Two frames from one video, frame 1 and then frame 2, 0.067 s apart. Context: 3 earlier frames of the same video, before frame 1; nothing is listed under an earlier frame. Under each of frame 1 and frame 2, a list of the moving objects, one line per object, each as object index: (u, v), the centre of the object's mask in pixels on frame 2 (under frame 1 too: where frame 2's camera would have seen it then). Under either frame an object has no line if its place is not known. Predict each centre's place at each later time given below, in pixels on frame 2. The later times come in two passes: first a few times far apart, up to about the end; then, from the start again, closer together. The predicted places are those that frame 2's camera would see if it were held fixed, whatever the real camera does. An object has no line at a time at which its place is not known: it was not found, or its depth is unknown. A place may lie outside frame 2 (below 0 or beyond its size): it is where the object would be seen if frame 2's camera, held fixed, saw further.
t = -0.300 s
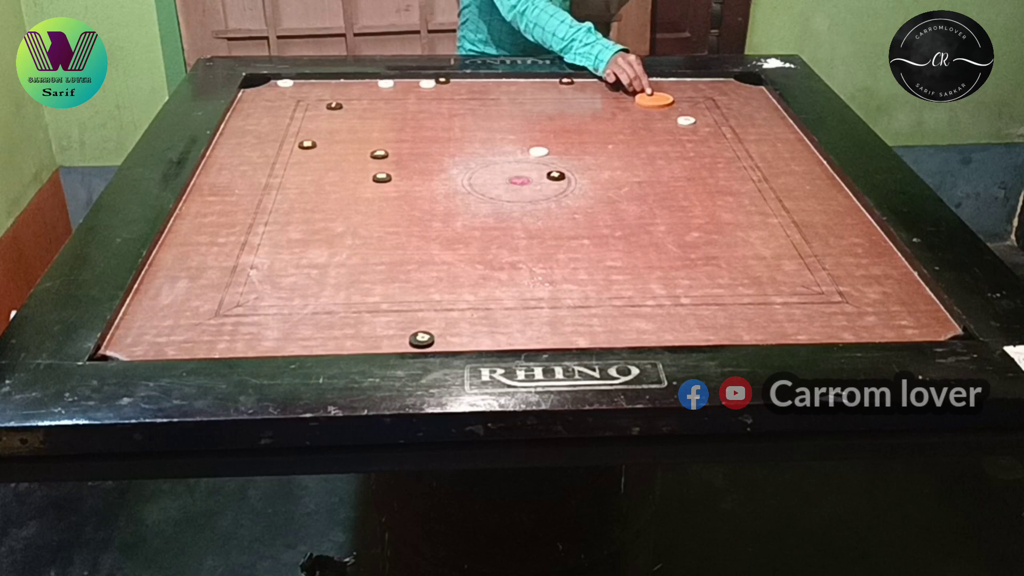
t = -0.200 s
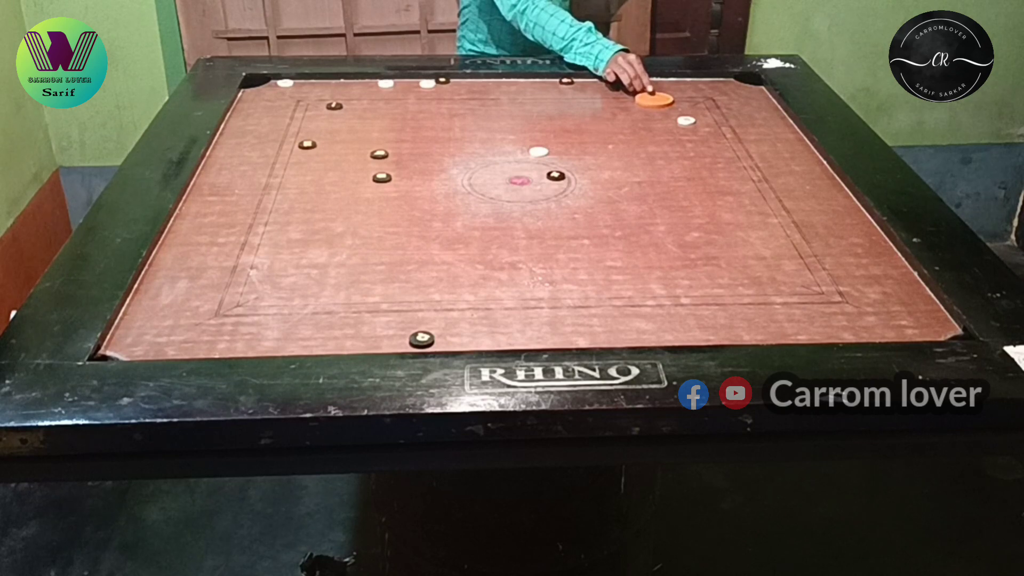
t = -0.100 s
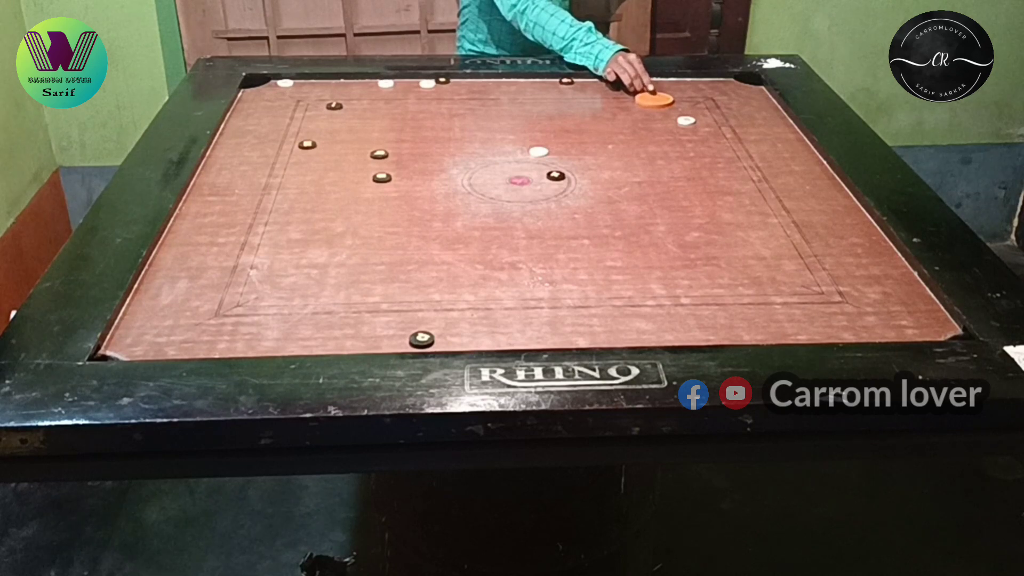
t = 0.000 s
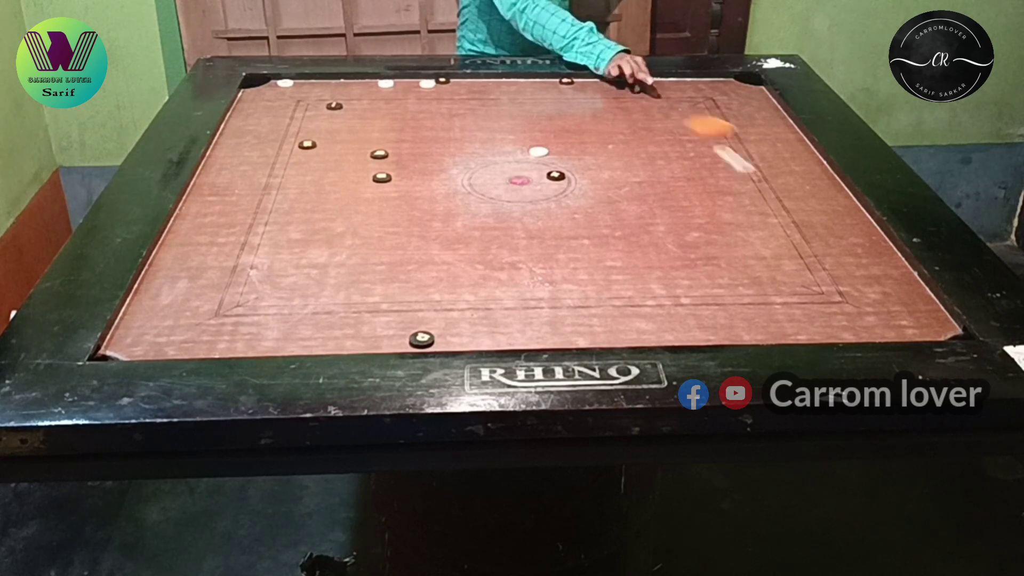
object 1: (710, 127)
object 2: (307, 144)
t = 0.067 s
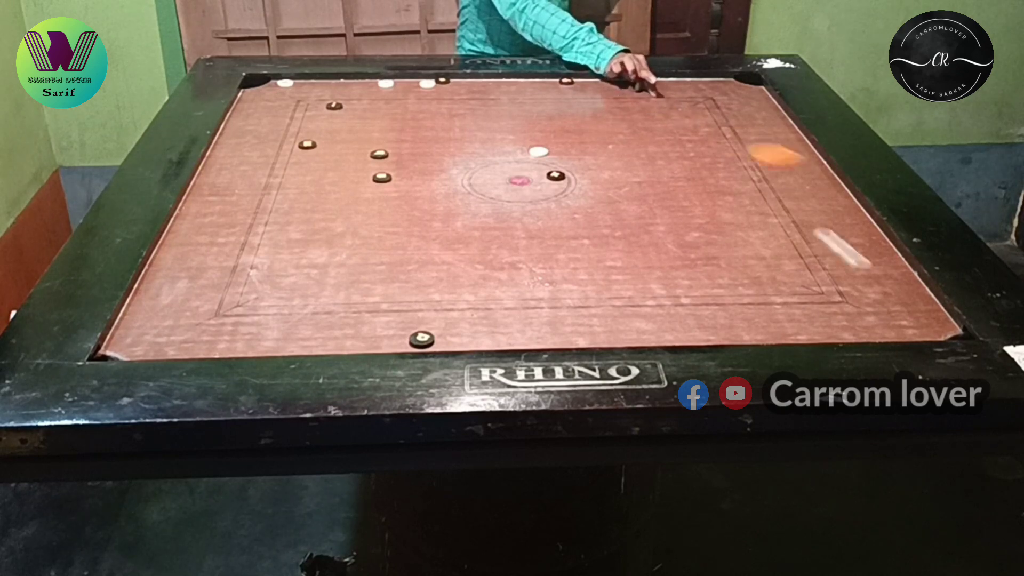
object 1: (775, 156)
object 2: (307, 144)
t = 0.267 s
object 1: (762, 273)
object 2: (307, 144)
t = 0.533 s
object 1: (592, 230)
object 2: (307, 144)
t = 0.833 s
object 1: (457, 126)
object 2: (307, 144)
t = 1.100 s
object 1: (392, 92)
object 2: (307, 144)
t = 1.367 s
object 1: (359, 127)
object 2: (307, 144)
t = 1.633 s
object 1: (354, 154)
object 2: (210, 175)
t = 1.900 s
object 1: (351, 161)
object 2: (283, 195)
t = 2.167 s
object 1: (351, 161)
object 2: (312, 205)
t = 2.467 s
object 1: (351, 161)
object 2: (314, 206)
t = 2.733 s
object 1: (351, 161)
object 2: (314, 206)
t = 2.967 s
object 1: (351, 161)
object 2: (314, 206)
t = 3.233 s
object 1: (351, 161)
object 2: (314, 206)
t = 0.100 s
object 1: (809, 173)
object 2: (307, 144)
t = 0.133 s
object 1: (805, 189)
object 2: (307, 144)
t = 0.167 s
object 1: (796, 207)
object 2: (307, 144)
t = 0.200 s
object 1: (785, 227)
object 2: (307, 144)
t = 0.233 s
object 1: (774, 249)
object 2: (307, 144)
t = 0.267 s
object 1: (762, 273)
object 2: (307, 144)
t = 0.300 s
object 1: (750, 298)
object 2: (307, 144)
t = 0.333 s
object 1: (736, 325)
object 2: (307, 144)
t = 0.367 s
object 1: (712, 324)
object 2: (307, 144)
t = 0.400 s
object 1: (684, 301)
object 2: (307, 144)
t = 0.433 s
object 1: (658, 281)
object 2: (307, 144)
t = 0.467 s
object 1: (633, 263)
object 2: (307, 144)
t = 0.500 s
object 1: (611, 245)
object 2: (307, 144)
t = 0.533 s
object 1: (592, 230)
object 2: (307, 144)
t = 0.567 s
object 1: (573, 216)
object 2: (307, 144)
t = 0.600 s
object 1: (554, 201)
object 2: (307, 144)
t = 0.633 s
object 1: (537, 189)
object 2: (307, 144)
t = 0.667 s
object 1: (521, 176)
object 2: (307, 144)
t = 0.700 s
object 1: (507, 165)
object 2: (307, 144)
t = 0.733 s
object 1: (493, 155)
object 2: (307, 144)
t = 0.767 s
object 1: (481, 145)
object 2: (307, 144)
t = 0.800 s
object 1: (469, 135)
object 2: (307, 144)
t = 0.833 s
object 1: (457, 126)
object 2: (307, 144)
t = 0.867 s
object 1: (446, 118)
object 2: (307, 144)
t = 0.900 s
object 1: (436, 110)
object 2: (307, 144)
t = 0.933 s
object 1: (426, 103)
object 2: (307, 144)
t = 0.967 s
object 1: (417, 96)
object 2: (307, 144)
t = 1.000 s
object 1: (408, 90)
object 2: (307, 144)
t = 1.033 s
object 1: (400, 84)
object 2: (307, 144)
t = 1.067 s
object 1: (396, 88)
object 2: (307, 144)
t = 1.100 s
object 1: (392, 92)
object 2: (307, 144)
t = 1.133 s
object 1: (388, 97)
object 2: (307, 144)
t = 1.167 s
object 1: (384, 101)
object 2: (307, 144)
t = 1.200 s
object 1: (379, 105)
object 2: (307, 144)
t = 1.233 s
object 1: (376, 110)
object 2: (307, 144)
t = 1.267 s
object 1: (371, 114)
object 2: (307, 144)
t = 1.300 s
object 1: (367, 118)
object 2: (307, 144)
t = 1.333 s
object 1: (363, 123)
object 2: (307, 144)
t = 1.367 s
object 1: (359, 127)
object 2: (307, 144)
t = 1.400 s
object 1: (355, 132)
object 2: (307, 144)
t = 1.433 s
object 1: (353, 136)
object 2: (298, 147)
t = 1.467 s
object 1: (353, 140)
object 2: (281, 152)
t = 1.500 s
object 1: (354, 143)
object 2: (263, 156)
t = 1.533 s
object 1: (355, 146)
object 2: (246, 161)
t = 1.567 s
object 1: (355, 149)
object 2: (229, 166)
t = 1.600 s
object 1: (354, 152)
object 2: (211, 171)
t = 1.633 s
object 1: (354, 154)
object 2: (210, 175)
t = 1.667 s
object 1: (354, 156)
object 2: (221, 178)
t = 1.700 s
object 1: (353, 158)
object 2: (231, 181)
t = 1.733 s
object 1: (353, 159)
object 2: (241, 183)
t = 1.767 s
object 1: (352, 160)
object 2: (251, 185)
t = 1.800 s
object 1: (352, 161)
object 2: (260, 188)
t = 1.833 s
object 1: (352, 161)
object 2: (267, 191)
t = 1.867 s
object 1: (351, 161)
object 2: (275, 194)
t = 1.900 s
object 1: (351, 161)
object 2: (283, 195)
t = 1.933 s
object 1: (351, 161)
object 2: (289, 197)
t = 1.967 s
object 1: (351, 161)
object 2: (294, 199)
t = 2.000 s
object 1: (351, 161)
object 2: (299, 200)
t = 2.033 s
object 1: (351, 161)
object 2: (303, 201)
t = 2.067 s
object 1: (351, 161)
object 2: (306, 203)
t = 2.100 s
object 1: (351, 161)
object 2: (309, 204)
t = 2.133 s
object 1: (351, 161)
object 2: (311, 205)
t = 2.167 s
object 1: (351, 161)
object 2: (312, 205)
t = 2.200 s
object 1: (351, 161)
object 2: (313, 206)
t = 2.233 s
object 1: (351, 161)
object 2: (314, 206)
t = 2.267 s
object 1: (351, 161)
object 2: (314, 206)
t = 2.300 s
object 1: (351, 161)
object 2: (314, 206)
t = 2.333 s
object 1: (351, 161)
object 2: (314, 206)
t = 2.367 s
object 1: (351, 161)
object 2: (314, 206)
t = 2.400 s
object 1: (351, 161)
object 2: (314, 206)
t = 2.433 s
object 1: (351, 161)
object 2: (314, 206)
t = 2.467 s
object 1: (351, 161)
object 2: (314, 206)
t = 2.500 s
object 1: (351, 161)
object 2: (314, 206)
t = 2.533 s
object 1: (351, 161)
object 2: (314, 206)
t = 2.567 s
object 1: (351, 161)
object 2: (314, 206)
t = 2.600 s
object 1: (351, 161)
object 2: (314, 206)
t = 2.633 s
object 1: (351, 161)
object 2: (314, 206)
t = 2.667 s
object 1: (351, 161)
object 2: (314, 206)
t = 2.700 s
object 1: (351, 161)
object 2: (314, 206)
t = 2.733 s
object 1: (351, 161)
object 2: (314, 206)
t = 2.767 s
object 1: (351, 161)
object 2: (314, 206)
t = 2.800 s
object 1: (351, 161)
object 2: (314, 206)
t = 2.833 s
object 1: (351, 161)
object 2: (314, 206)
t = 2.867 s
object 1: (351, 161)
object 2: (314, 206)
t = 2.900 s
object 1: (351, 161)
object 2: (314, 206)
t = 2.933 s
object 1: (351, 161)
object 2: (314, 206)
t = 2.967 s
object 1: (351, 161)
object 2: (314, 206)
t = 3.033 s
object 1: (351, 161)
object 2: (314, 206)
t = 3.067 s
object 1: (351, 161)
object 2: (314, 206)
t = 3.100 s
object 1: (351, 161)
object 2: (314, 206)
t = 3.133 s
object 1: (351, 161)
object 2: (314, 206)
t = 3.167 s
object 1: (351, 161)
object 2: (314, 206)
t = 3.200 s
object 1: (351, 161)
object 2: (314, 206)
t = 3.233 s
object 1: (351, 161)
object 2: (314, 206)
